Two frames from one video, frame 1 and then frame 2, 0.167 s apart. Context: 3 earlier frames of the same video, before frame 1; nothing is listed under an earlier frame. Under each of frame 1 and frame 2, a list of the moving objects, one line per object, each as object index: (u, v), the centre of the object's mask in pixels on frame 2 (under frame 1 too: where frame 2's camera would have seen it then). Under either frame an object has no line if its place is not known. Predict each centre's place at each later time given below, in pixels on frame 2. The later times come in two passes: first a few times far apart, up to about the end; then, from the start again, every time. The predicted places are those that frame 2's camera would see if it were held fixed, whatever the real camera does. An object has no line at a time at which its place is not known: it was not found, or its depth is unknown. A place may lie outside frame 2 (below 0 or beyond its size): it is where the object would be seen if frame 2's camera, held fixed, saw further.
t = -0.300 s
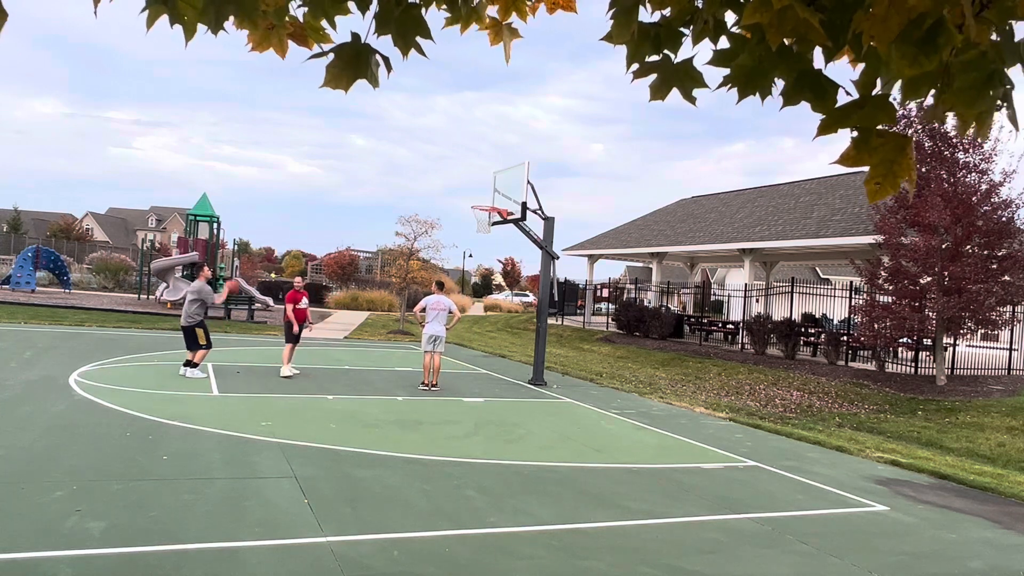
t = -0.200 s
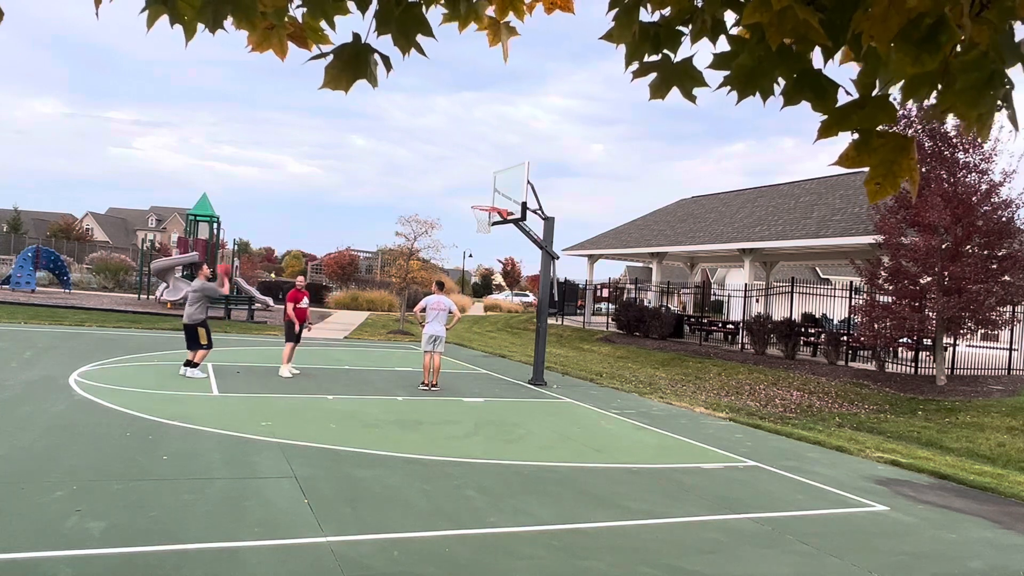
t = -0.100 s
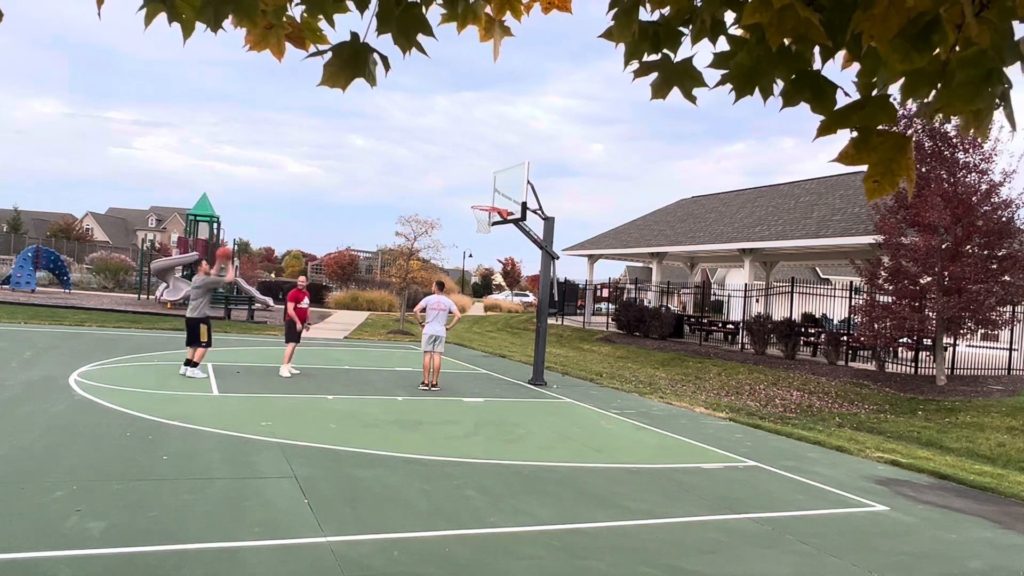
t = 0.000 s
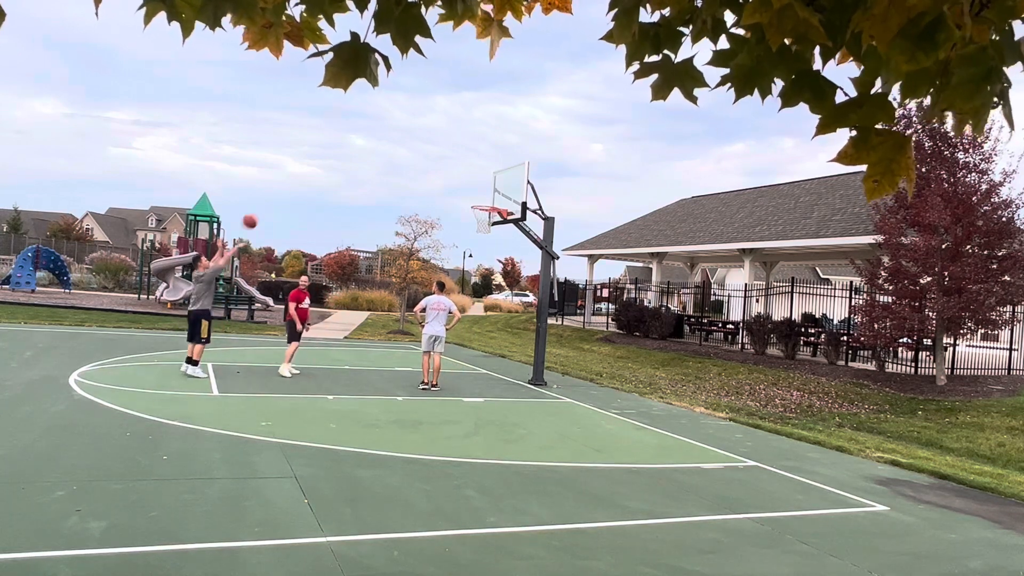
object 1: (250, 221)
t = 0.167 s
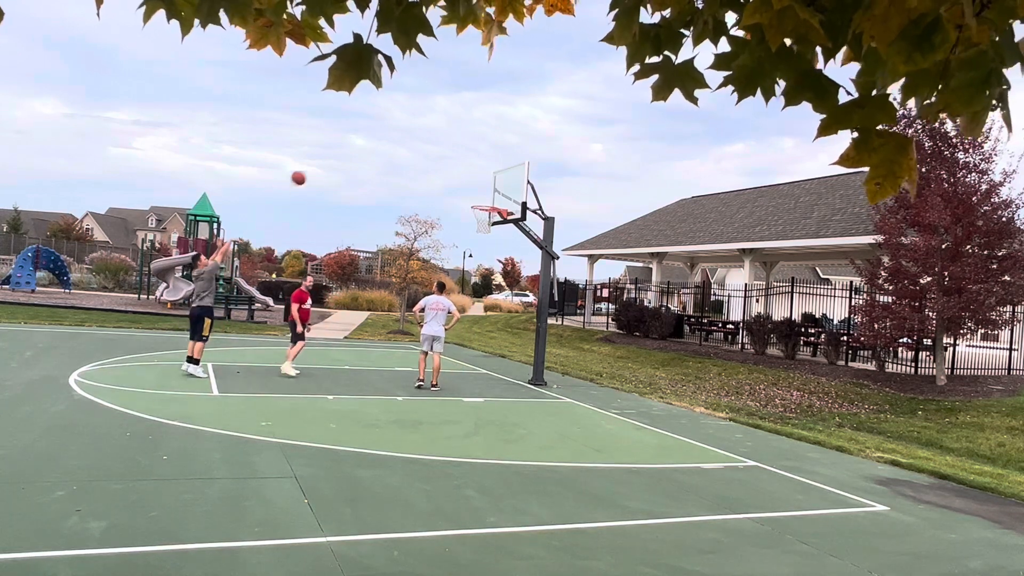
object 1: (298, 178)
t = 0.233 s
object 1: (317, 165)
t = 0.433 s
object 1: (368, 147)
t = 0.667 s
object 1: (422, 156)
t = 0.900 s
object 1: (470, 194)
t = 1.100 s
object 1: (488, 205)
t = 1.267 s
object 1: (482, 204)
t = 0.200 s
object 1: (308, 171)
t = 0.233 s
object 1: (317, 165)
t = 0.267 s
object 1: (326, 161)
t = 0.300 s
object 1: (334, 156)
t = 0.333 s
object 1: (343, 153)
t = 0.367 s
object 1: (352, 151)
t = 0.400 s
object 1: (360, 149)
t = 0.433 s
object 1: (368, 147)
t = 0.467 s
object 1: (376, 147)
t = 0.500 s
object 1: (384, 146)
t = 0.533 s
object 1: (392, 147)
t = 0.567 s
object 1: (400, 148)
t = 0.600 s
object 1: (407, 150)
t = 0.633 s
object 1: (415, 153)
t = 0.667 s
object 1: (422, 156)
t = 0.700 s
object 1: (429, 160)
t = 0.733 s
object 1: (437, 164)
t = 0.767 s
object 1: (444, 169)
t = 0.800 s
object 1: (450, 174)
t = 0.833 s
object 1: (457, 180)
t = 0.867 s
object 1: (464, 187)
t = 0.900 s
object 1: (470, 194)
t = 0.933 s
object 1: (476, 200)
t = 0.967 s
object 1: (480, 201)
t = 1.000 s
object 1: (484, 202)
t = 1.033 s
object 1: (488, 203)
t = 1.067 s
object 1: (491, 207)
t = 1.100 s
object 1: (488, 205)
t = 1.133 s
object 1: (485, 205)
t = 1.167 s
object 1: (482, 205)
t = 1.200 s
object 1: (478, 205)
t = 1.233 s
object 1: (480, 205)
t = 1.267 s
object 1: (482, 204)
